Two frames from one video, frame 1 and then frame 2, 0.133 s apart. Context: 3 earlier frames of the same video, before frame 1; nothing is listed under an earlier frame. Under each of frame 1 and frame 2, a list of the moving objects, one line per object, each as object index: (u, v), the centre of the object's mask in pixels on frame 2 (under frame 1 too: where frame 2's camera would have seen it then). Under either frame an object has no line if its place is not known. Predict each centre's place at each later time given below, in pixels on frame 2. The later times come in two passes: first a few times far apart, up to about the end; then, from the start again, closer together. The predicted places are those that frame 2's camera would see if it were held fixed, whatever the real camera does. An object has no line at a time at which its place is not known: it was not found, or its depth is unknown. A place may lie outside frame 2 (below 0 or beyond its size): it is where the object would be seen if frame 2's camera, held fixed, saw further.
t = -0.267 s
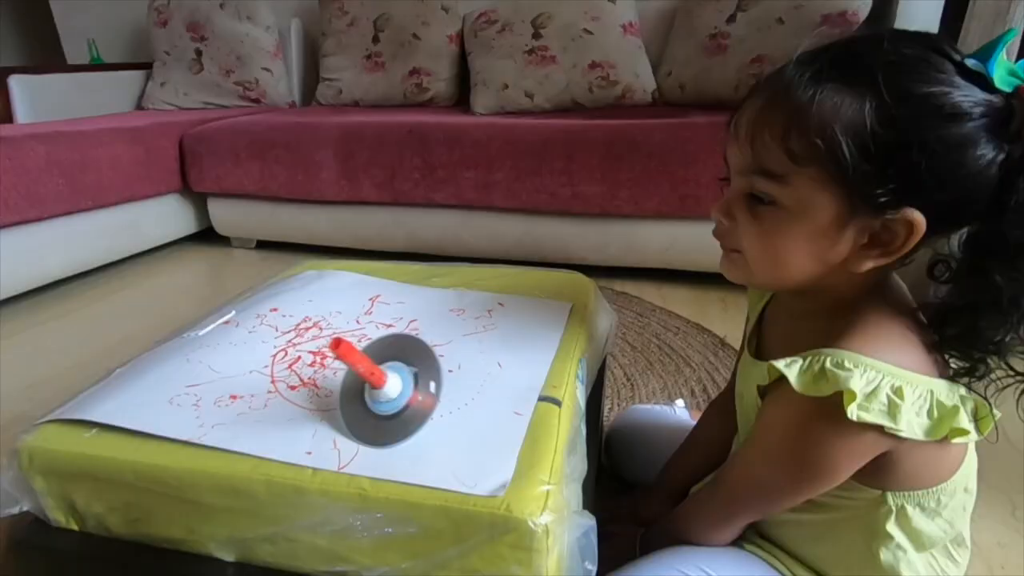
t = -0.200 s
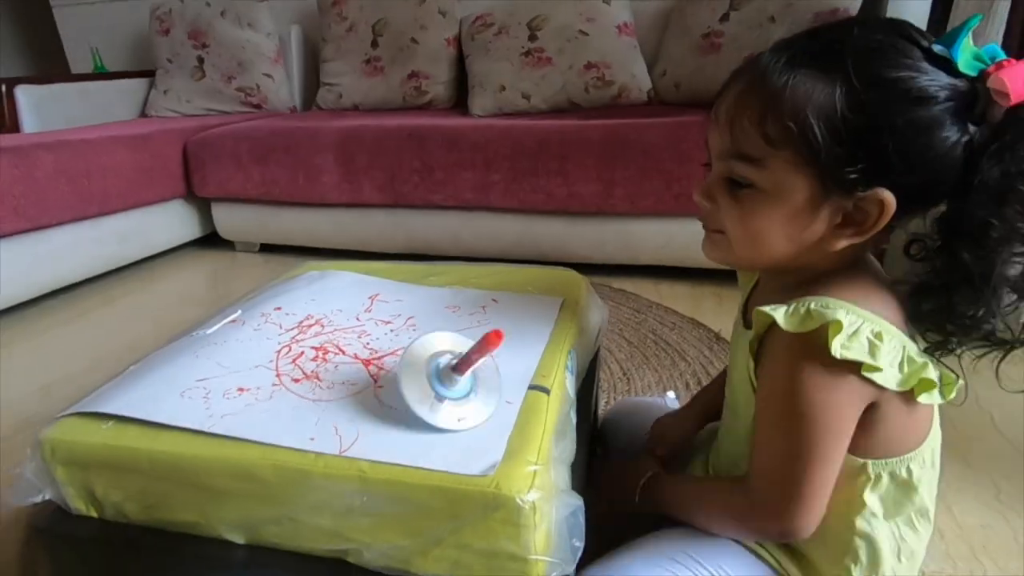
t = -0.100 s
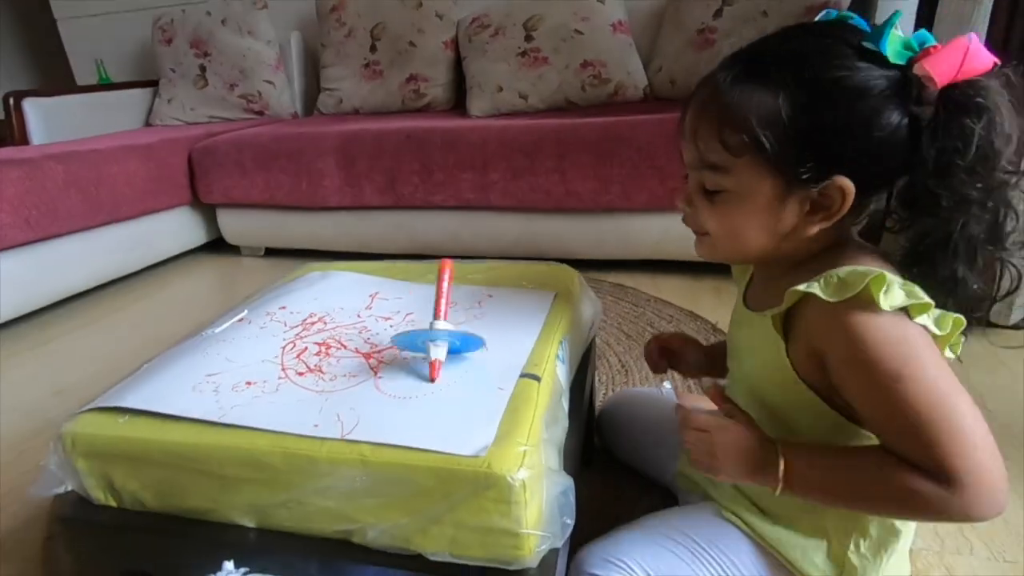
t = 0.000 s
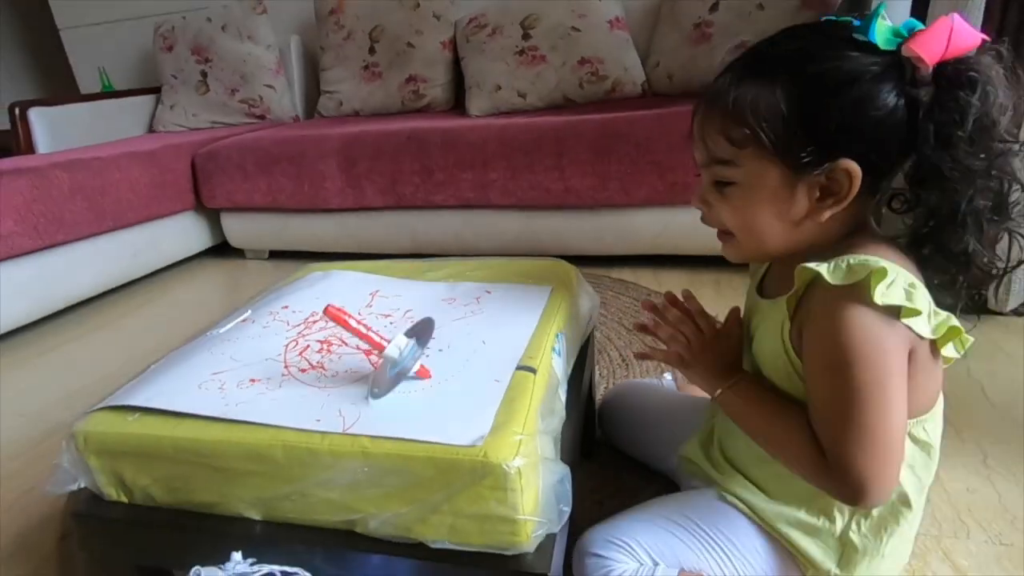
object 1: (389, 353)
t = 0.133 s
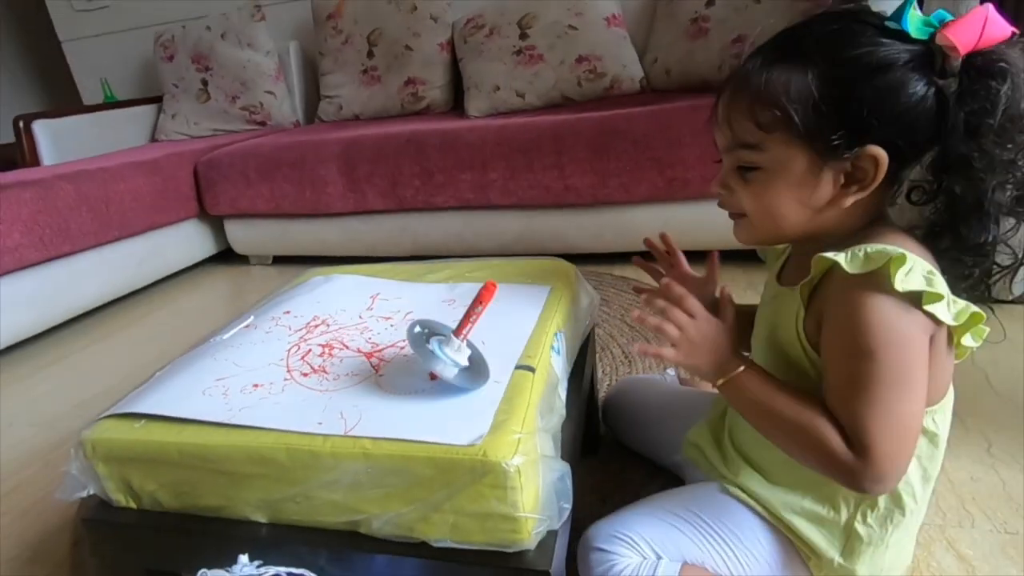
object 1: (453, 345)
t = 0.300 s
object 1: (398, 336)
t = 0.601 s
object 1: (455, 333)
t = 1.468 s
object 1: (427, 329)
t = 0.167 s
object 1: (455, 332)
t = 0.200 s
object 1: (451, 324)
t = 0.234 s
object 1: (436, 326)
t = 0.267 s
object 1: (418, 331)
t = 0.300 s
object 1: (398, 336)
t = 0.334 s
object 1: (386, 348)
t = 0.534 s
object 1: (450, 348)
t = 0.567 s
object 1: (454, 341)
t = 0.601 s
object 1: (455, 333)
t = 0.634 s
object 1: (450, 324)
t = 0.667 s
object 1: (433, 328)
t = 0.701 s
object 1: (414, 332)
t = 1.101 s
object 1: (457, 349)
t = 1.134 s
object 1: (460, 339)
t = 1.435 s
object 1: (423, 329)
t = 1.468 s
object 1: (427, 329)
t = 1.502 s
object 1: (433, 328)
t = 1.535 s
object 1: (439, 327)
